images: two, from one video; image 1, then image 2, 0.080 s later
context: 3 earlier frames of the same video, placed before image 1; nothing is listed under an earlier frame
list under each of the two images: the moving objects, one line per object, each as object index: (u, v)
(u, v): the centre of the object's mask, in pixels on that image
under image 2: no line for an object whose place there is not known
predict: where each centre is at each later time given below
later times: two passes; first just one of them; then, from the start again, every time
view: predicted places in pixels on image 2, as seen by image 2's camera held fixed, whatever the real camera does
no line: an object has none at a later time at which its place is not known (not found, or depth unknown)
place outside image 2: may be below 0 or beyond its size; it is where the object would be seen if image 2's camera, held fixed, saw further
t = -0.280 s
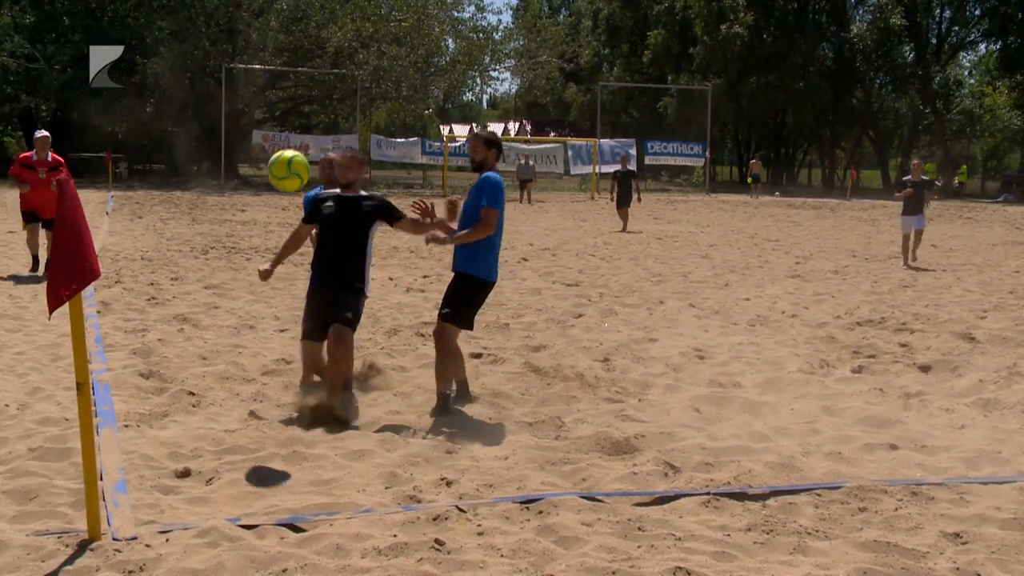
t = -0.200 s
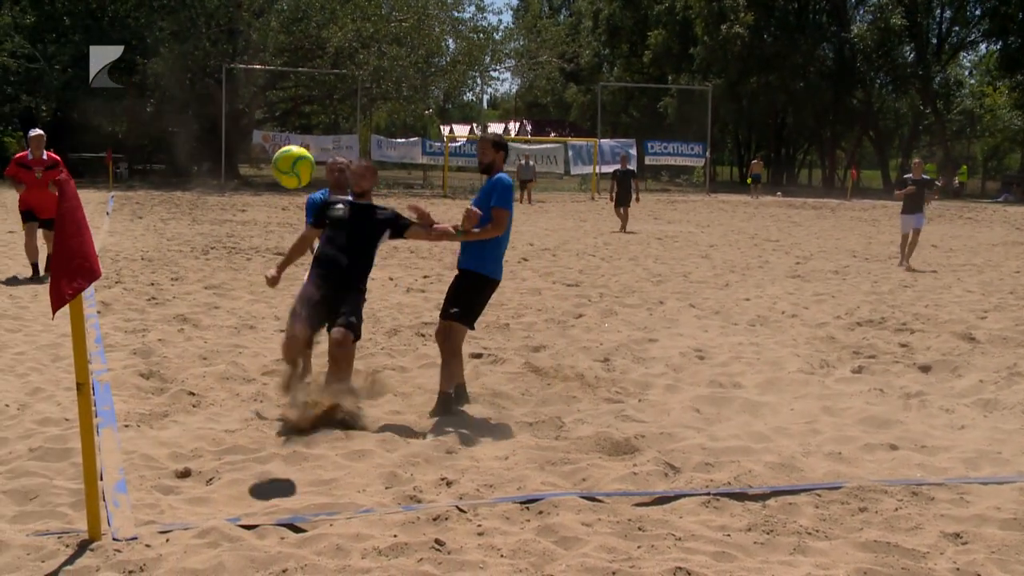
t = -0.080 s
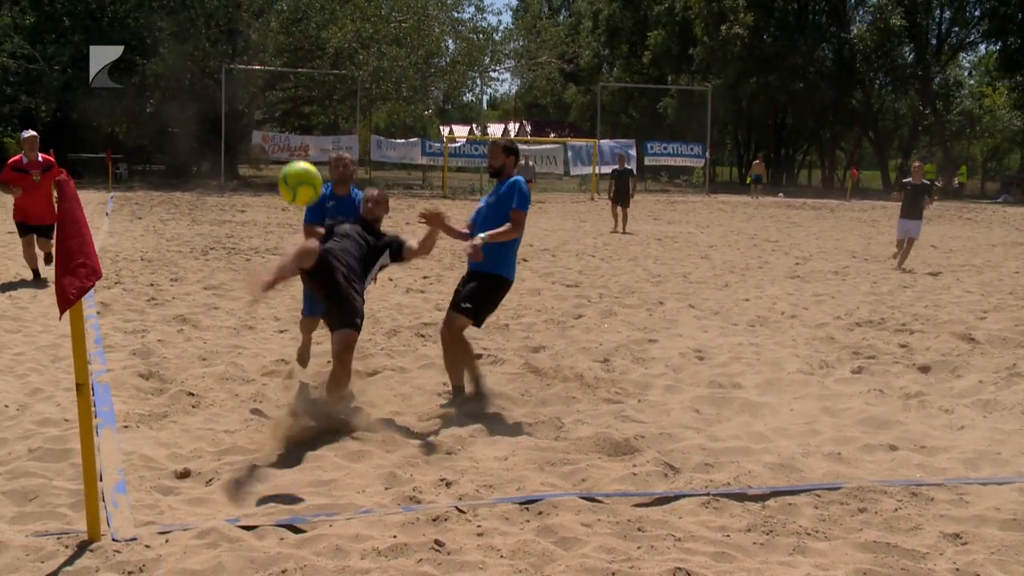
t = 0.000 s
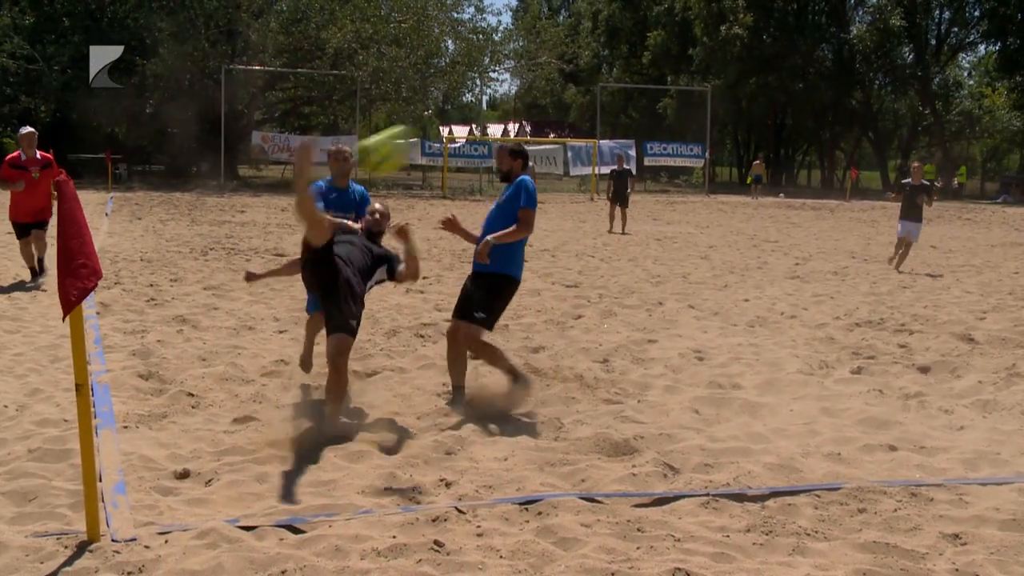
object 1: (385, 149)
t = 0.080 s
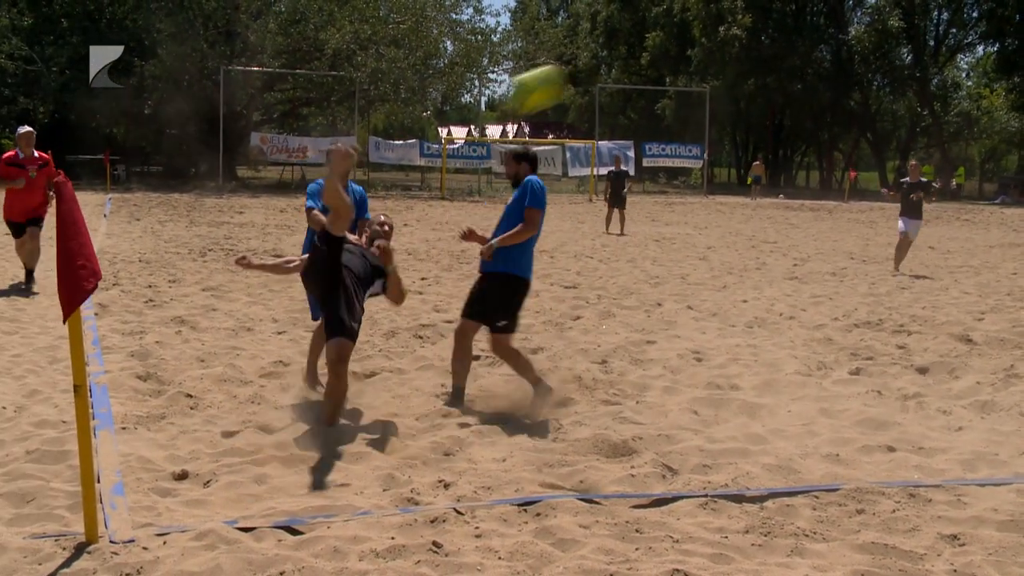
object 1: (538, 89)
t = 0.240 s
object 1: (801, 14)
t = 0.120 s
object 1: (607, 64)
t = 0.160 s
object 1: (673, 45)
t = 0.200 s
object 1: (738, 27)
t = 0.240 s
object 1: (801, 14)
